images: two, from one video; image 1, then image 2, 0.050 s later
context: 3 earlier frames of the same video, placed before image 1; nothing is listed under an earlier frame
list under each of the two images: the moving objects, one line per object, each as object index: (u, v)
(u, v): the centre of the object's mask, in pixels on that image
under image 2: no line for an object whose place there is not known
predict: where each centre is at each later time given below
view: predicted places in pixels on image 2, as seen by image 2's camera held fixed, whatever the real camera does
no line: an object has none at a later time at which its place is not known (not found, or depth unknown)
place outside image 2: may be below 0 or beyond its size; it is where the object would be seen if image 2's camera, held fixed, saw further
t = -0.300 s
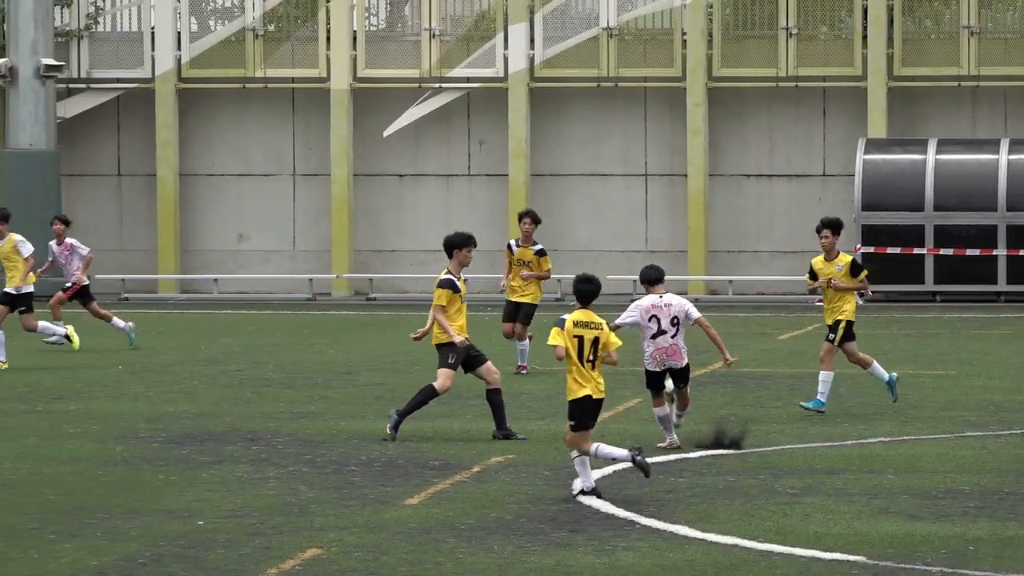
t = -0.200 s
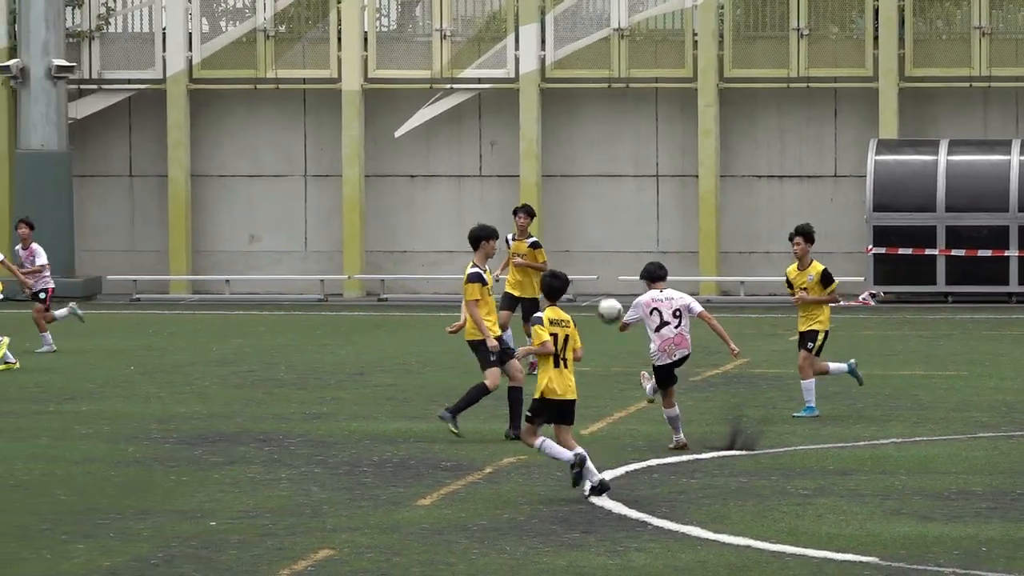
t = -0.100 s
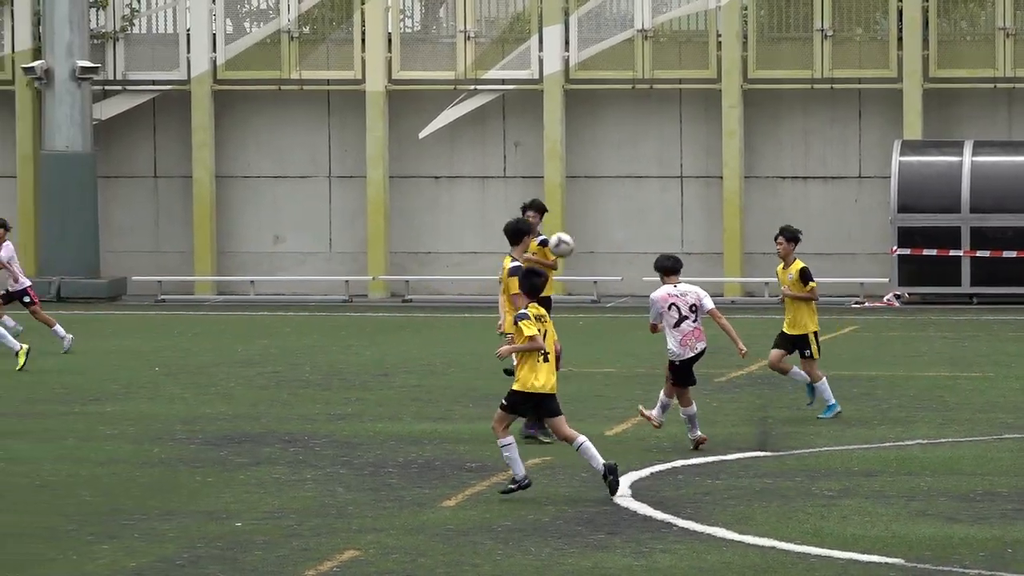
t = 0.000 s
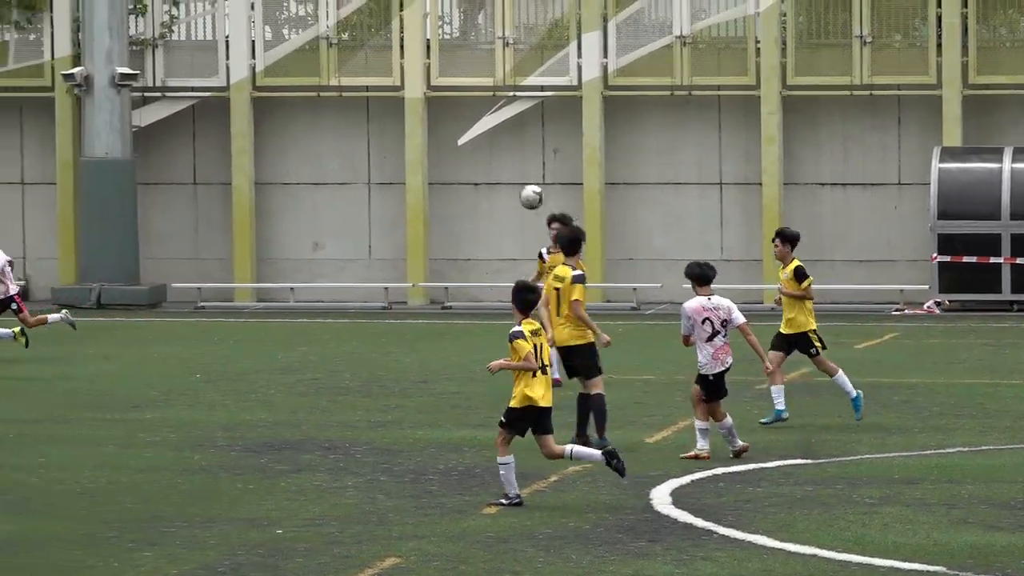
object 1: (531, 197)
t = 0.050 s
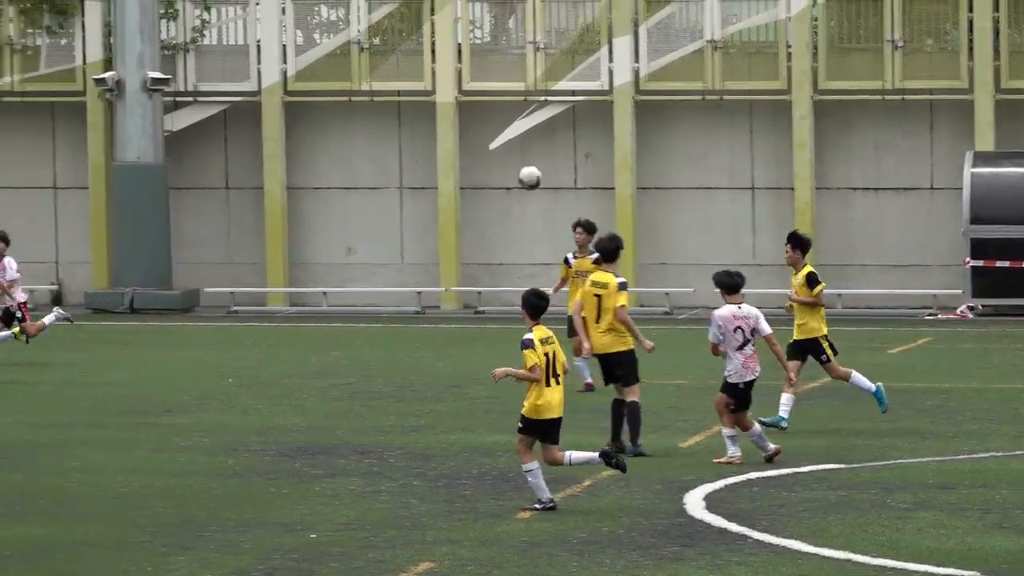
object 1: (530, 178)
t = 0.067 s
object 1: (522, 171)
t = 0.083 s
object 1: (513, 165)
